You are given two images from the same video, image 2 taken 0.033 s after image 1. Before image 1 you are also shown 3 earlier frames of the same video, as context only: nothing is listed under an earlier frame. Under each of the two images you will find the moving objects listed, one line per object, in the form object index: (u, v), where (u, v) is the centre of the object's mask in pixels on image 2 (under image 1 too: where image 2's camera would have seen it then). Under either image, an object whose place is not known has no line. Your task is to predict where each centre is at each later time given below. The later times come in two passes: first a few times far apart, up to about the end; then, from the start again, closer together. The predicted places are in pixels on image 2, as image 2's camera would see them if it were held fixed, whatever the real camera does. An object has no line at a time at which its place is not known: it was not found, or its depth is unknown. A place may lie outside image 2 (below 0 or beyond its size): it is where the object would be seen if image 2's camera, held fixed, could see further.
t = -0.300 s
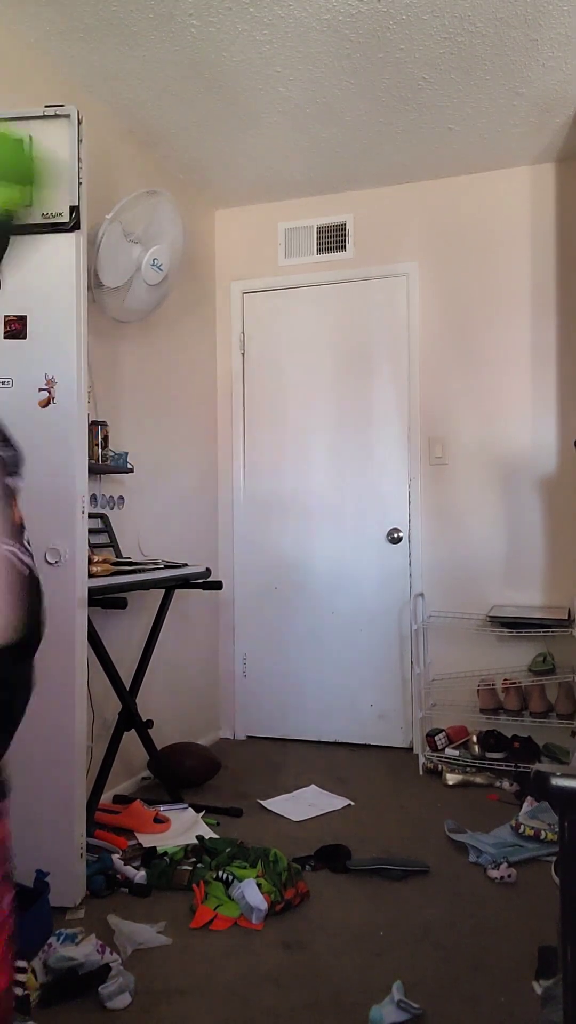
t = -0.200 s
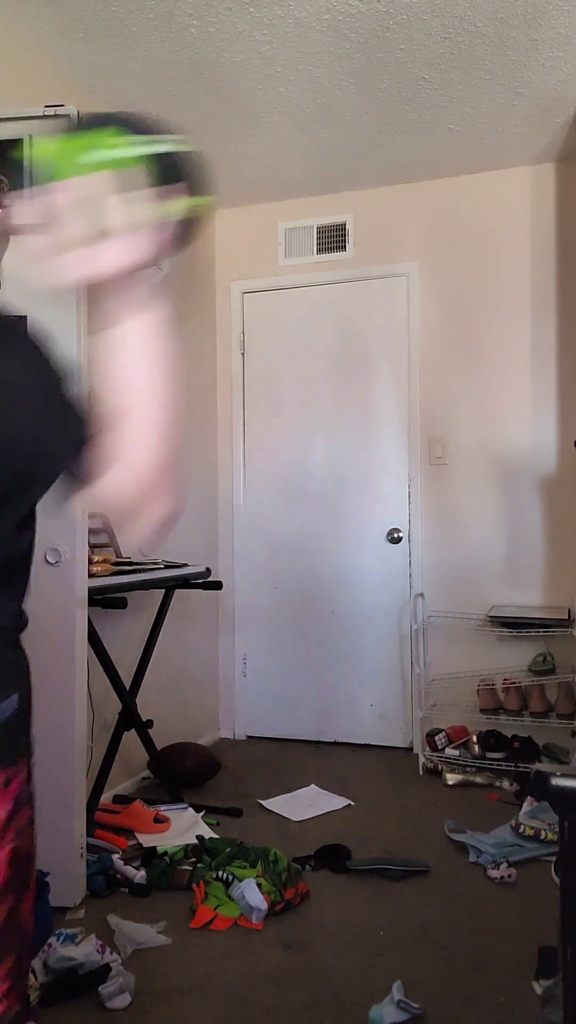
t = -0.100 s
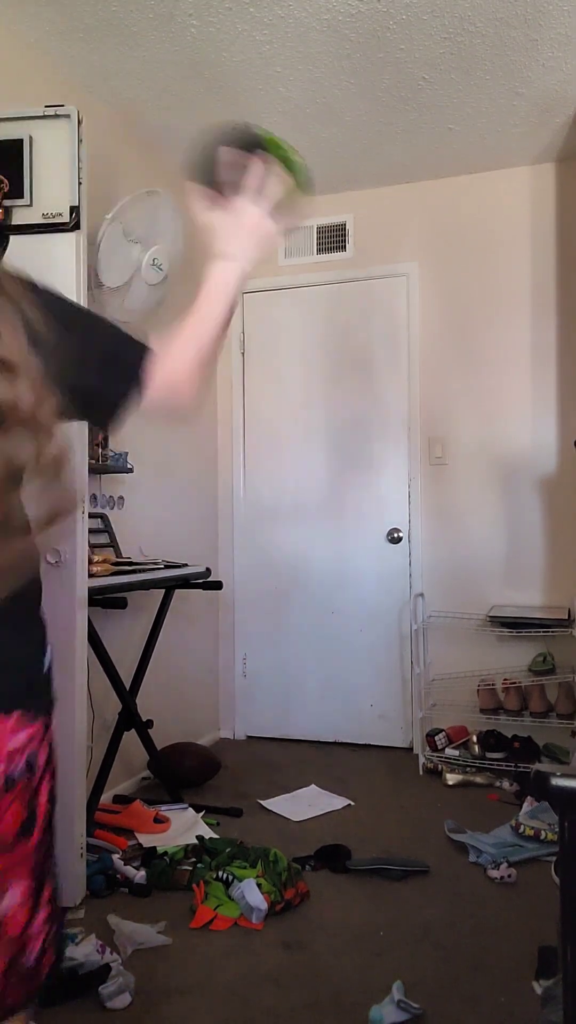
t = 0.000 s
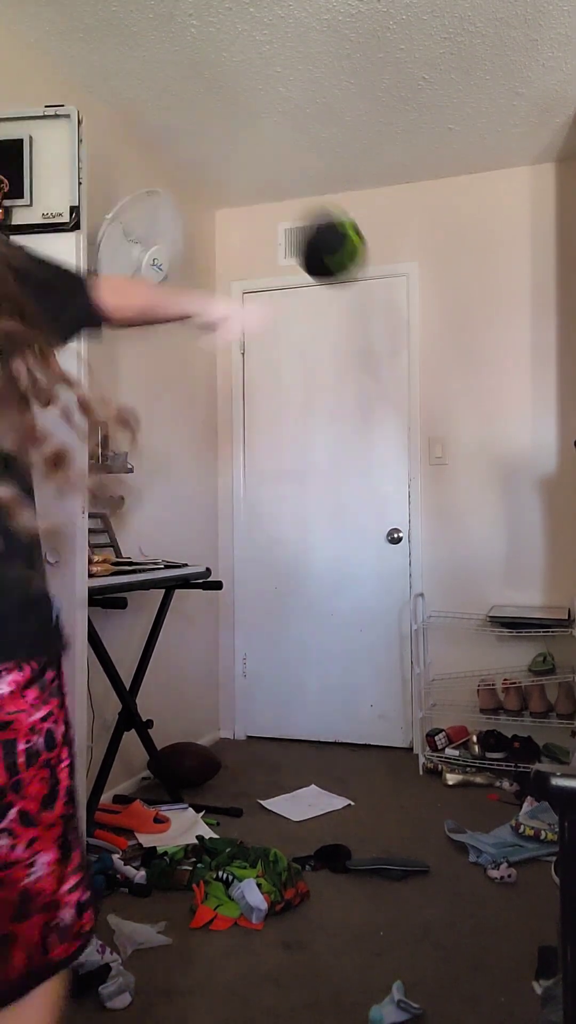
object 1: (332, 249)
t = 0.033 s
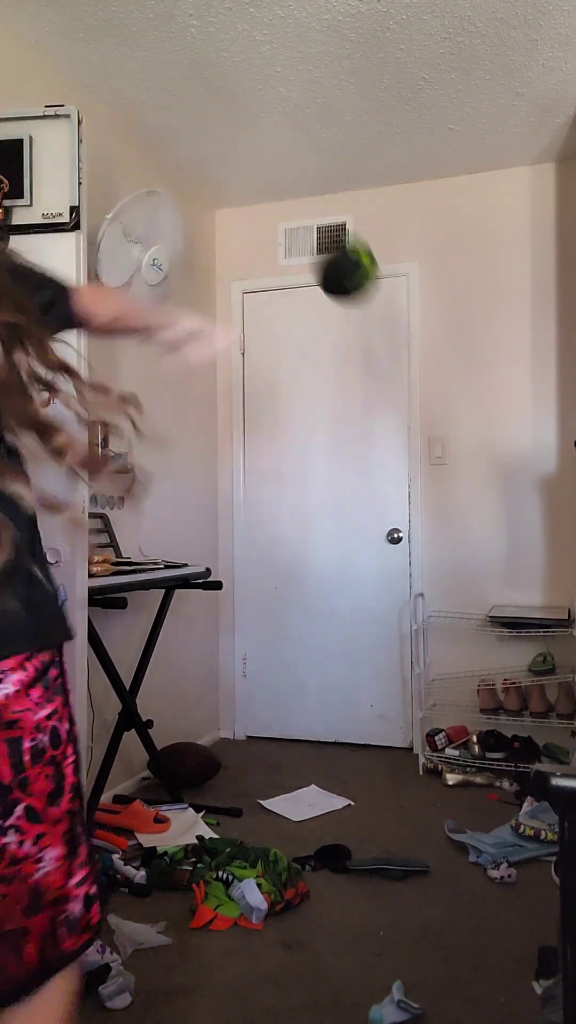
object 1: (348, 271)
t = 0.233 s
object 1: (402, 408)
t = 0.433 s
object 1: (381, 565)
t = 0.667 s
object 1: (325, 736)
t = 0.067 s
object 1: (360, 293)
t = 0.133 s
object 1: (380, 337)
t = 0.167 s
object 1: (387, 359)
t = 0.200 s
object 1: (395, 384)
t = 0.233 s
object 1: (402, 408)
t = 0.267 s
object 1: (408, 430)
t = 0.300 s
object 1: (410, 449)
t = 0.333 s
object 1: (403, 472)
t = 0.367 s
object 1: (396, 497)
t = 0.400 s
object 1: (389, 529)
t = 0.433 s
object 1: (381, 565)
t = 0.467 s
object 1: (375, 600)
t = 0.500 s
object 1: (367, 643)
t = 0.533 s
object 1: (360, 693)
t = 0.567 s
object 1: (352, 738)
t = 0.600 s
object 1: (342, 794)
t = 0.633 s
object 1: (333, 760)
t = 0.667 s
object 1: (325, 736)
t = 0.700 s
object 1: (315, 710)
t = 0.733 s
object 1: (305, 687)
